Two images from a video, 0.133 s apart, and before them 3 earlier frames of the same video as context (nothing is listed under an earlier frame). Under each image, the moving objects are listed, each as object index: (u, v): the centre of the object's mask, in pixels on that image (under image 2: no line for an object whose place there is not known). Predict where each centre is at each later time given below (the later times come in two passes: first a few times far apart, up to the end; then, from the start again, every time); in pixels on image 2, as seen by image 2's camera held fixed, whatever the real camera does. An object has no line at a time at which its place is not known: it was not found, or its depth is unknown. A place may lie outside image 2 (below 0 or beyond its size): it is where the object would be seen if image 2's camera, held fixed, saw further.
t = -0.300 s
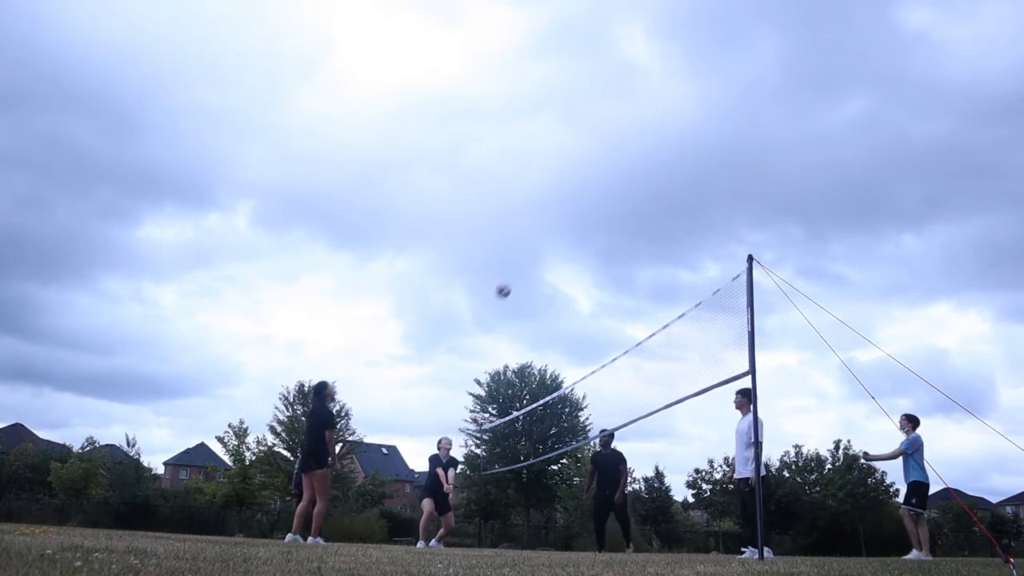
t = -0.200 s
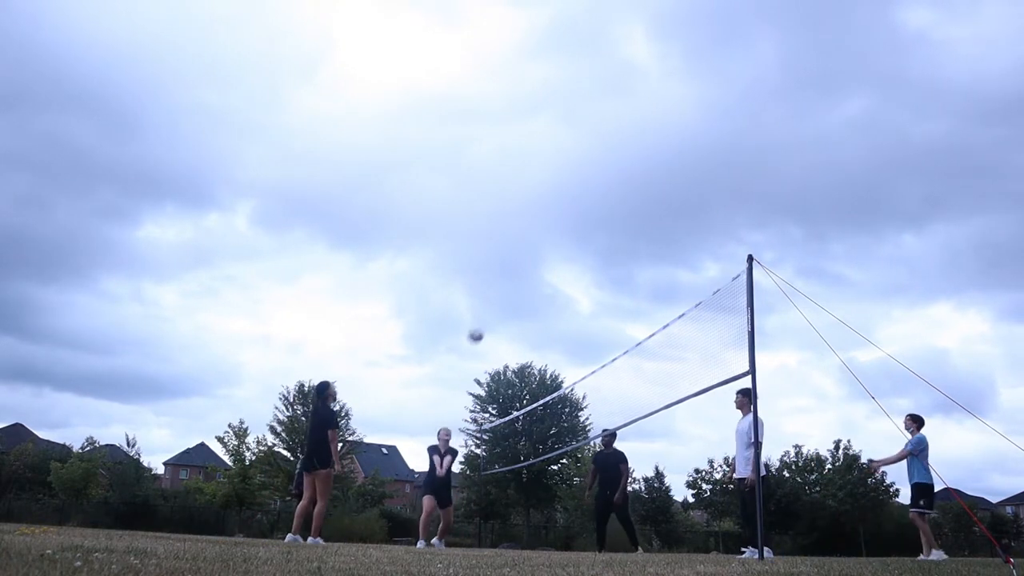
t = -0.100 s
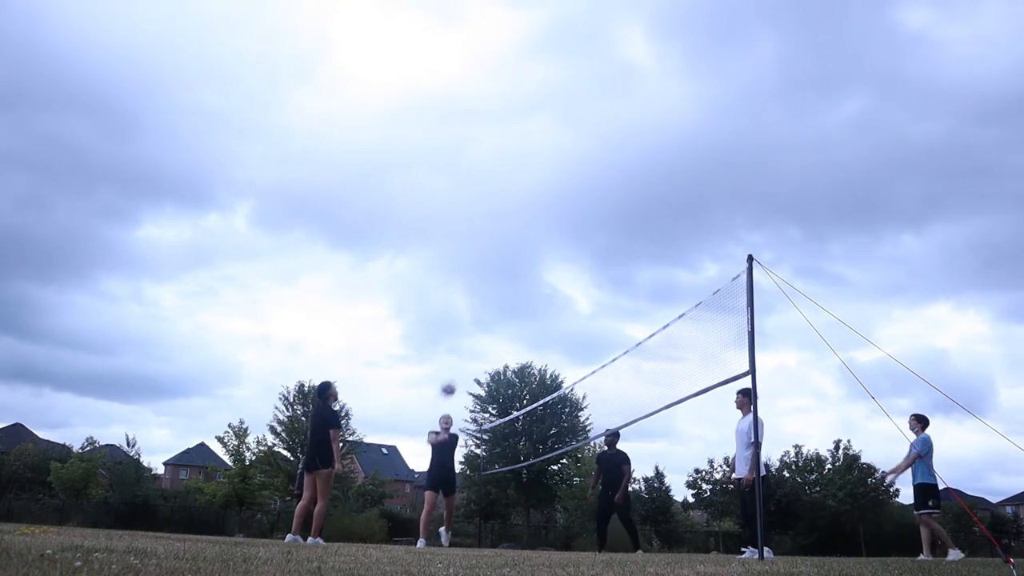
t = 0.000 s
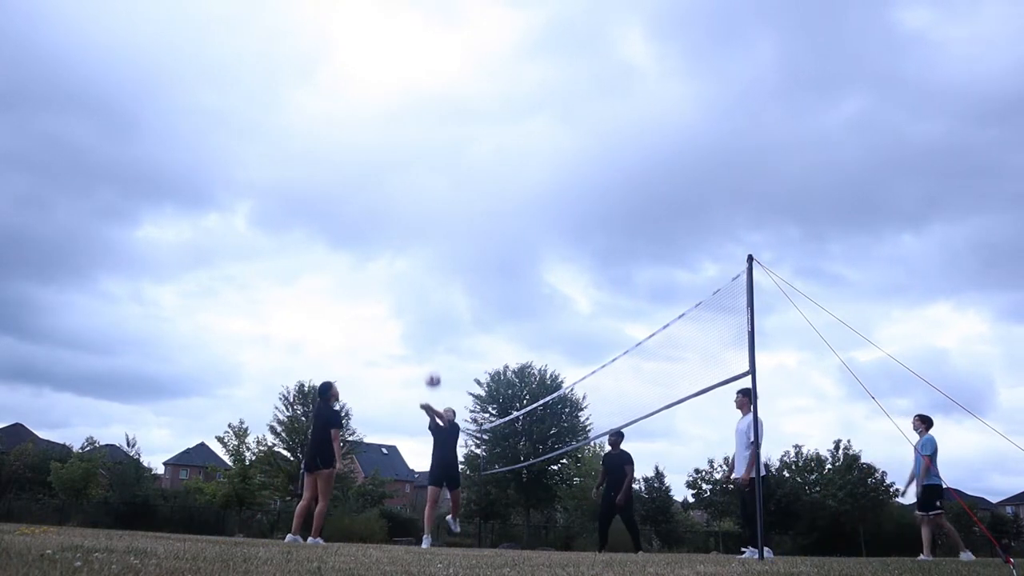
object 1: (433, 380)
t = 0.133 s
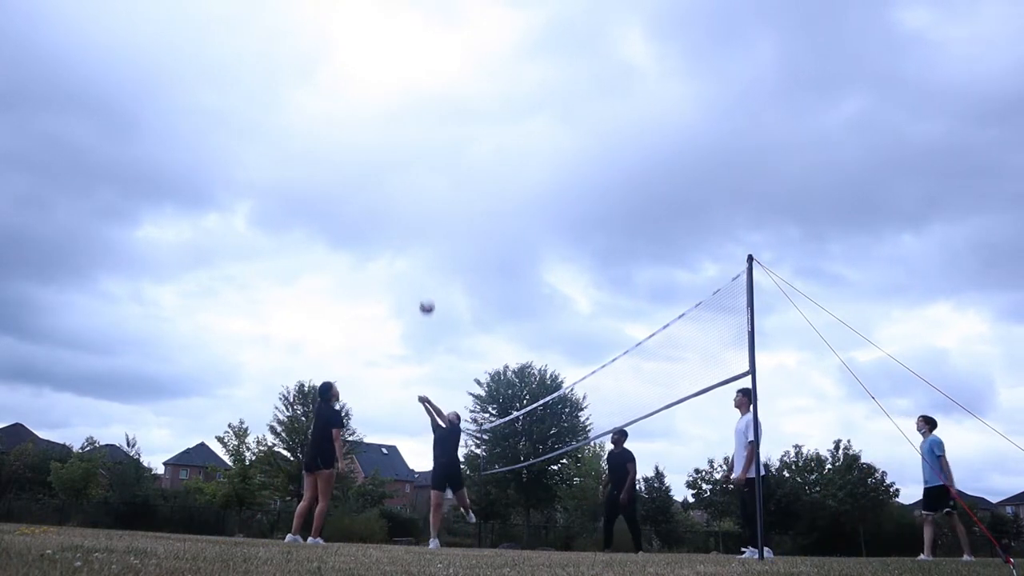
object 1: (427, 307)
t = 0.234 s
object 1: (422, 262)
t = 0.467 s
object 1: (408, 188)
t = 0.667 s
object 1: (393, 157)
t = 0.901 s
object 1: (373, 154)
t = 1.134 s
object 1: (347, 190)
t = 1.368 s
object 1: (315, 269)
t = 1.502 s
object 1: (293, 337)
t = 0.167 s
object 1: (425, 291)
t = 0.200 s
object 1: (423, 276)
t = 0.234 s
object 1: (422, 262)
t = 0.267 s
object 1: (420, 249)
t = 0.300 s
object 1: (418, 237)
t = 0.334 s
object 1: (416, 225)
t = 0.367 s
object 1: (414, 215)
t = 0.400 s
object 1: (412, 205)
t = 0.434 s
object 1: (410, 196)
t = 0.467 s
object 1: (408, 188)
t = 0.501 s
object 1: (406, 181)
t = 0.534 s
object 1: (403, 175)
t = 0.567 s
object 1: (401, 169)
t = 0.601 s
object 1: (398, 164)
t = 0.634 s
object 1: (396, 160)
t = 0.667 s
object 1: (393, 157)
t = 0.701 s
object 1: (390, 154)
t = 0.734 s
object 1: (388, 152)
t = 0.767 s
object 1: (385, 151)
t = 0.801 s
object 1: (382, 151)
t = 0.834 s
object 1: (379, 151)
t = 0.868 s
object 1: (376, 152)
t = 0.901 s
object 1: (373, 154)
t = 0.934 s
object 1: (370, 157)
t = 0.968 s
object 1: (366, 160)
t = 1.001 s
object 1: (363, 164)
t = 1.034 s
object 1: (359, 169)
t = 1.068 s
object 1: (355, 175)
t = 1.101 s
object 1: (351, 182)
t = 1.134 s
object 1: (347, 190)
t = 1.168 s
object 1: (343, 198)
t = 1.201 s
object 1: (339, 208)
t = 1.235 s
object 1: (334, 219)
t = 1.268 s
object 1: (330, 229)
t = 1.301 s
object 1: (325, 241)
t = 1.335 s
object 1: (320, 255)
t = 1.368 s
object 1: (315, 269)
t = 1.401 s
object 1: (310, 284)
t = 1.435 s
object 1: (304, 300)
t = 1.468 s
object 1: (299, 318)
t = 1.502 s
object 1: (293, 337)
